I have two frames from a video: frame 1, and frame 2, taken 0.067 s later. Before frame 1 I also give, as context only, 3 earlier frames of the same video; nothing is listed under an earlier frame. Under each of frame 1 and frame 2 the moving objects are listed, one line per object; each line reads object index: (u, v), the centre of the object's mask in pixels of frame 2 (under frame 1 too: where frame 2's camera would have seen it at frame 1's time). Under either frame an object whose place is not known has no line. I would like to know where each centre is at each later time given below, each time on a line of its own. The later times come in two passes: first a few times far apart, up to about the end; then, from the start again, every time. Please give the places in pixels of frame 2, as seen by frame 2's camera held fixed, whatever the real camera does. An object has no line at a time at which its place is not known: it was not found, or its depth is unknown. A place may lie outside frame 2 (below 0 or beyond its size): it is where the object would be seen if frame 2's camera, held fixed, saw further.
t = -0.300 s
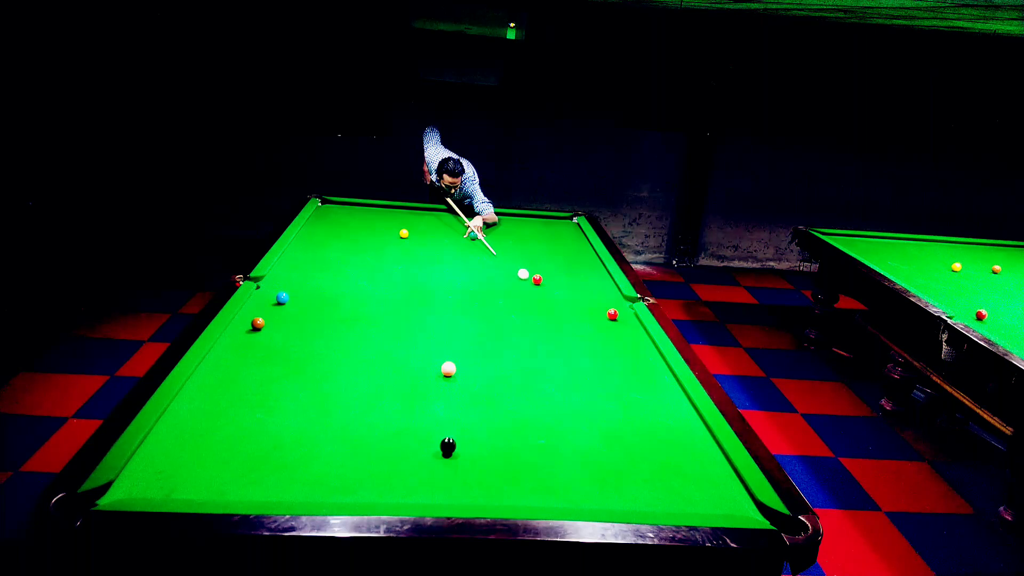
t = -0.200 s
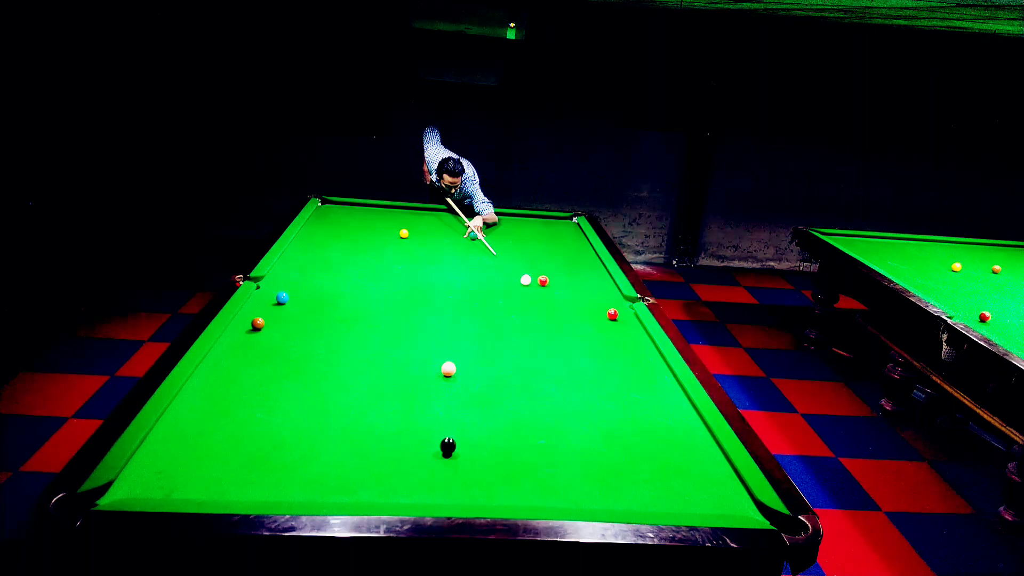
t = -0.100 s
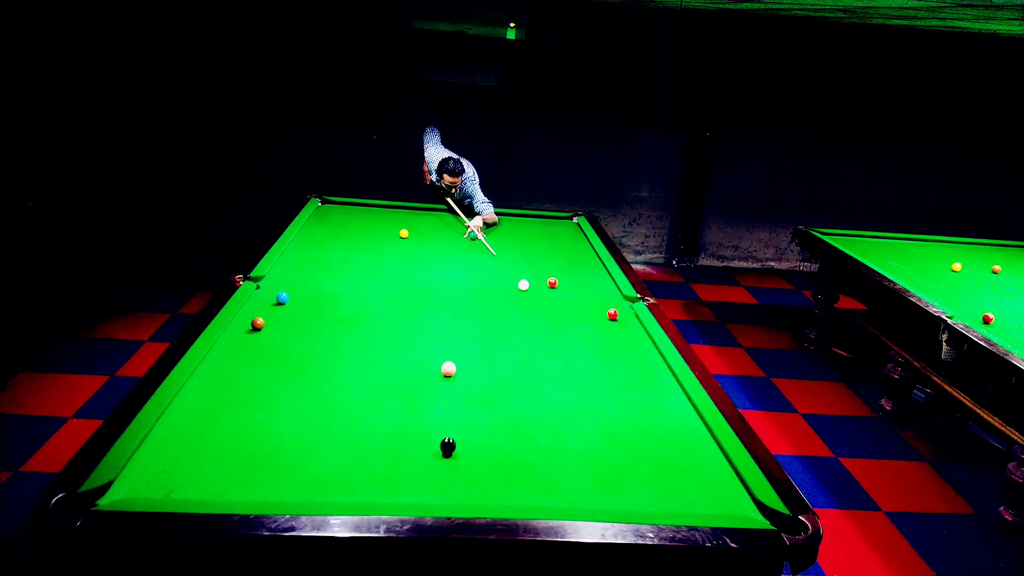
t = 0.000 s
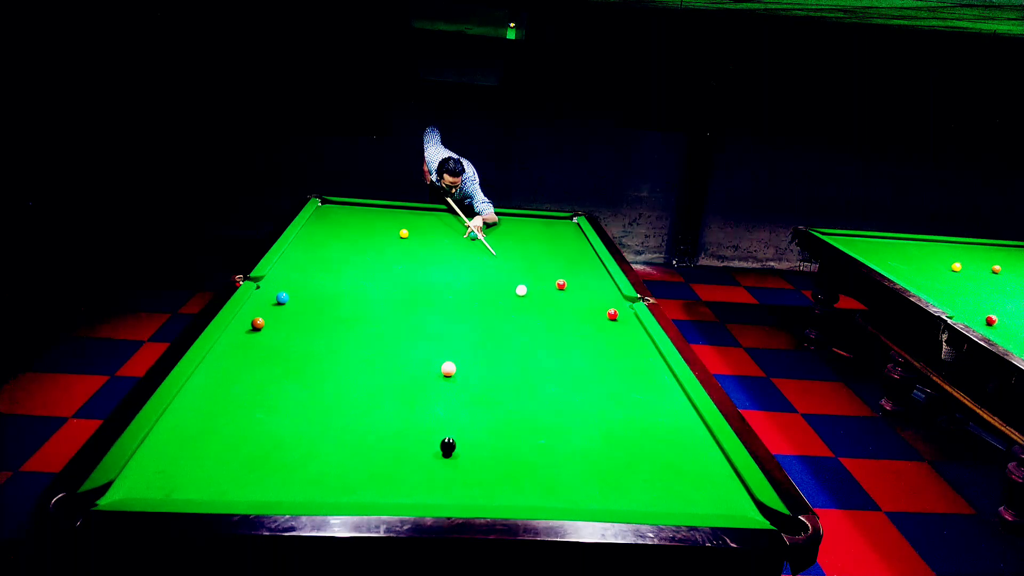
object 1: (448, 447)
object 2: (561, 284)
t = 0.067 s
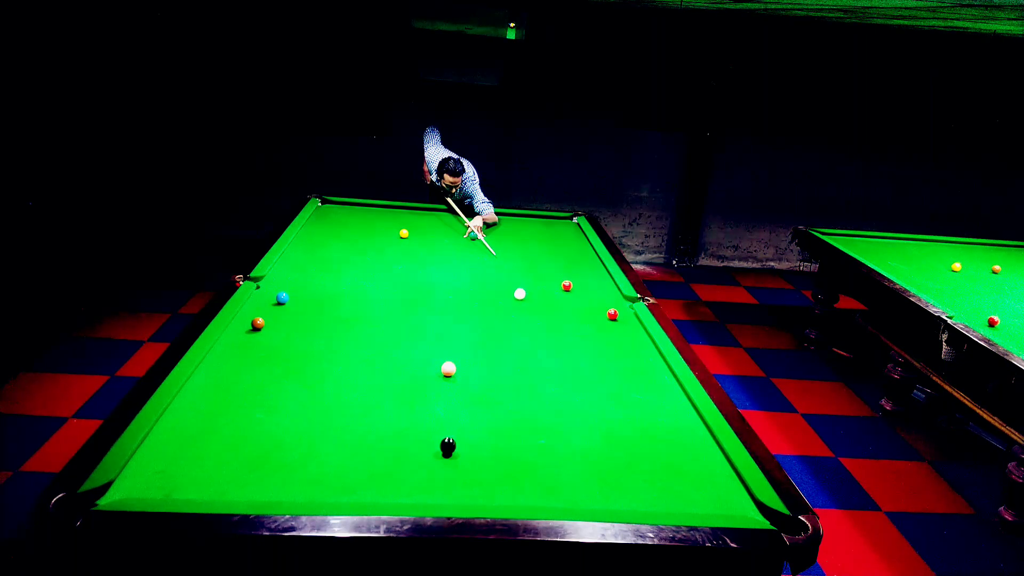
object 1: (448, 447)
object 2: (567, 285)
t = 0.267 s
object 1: (448, 447)
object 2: (584, 289)
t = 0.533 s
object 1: (448, 447)
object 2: (605, 294)
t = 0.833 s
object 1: (448, 447)
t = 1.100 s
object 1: (448, 447)
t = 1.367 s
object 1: (448, 447)
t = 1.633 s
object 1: (448, 447)
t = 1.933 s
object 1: (448, 447)
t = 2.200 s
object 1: (435, 465)
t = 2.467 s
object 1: (423, 484)
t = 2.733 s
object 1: (411, 497)
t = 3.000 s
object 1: (406, 492)
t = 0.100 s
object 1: (448, 447)
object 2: (570, 286)
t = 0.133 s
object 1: (448, 447)
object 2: (573, 287)
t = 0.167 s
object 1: (448, 447)
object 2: (575, 287)
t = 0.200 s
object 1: (448, 447)
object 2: (578, 288)
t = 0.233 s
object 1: (448, 447)
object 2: (581, 288)
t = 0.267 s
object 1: (448, 447)
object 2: (584, 289)
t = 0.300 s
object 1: (448, 447)
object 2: (586, 290)
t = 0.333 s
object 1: (448, 447)
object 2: (589, 290)
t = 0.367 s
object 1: (448, 447)
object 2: (592, 291)
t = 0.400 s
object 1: (448, 447)
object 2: (595, 291)
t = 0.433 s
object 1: (448, 447)
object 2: (597, 292)
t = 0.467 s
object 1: (448, 447)
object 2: (600, 292)
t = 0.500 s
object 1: (448, 447)
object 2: (603, 293)
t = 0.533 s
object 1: (448, 447)
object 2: (605, 294)
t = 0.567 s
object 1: (448, 447)
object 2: (608, 294)
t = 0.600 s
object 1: (448, 447)
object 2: (610, 295)
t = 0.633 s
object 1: (448, 447)
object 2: (613, 295)
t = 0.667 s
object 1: (448, 447)
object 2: (616, 296)
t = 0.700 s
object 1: (448, 447)
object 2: (618, 296)
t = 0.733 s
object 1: (448, 447)
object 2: (620, 297)
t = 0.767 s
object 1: (448, 447)
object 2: (623, 297)
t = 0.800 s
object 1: (448, 447)
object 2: (625, 298)
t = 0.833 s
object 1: (448, 447)
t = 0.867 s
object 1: (448, 447)
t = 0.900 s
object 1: (448, 447)
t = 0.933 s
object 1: (448, 447)
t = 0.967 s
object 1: (448, 447)
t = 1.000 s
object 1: (448, 447)
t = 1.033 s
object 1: (448, 447)
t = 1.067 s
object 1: (448, 447)
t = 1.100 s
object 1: (448, 447)
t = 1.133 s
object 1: (448, 447)
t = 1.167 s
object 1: (448, 447)
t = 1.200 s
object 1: (448, 447)
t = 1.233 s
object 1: (448, 447)
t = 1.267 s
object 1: (448, 447)
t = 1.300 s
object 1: (448, 447)
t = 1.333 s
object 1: (448, 447)
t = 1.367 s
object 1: (448, 447)
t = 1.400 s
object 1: (448, 447)
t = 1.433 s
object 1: (448, 447)
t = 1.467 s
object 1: (448, 447)
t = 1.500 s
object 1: (448, 447)
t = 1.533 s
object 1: (448, 447)
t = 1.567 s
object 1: (448, 447)
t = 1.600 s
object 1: (448, 447)
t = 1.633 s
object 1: (448, 447)
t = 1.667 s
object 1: (448, 447)
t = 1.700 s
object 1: (448, 447)
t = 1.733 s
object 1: (448, 447)
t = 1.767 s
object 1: (448, 447)
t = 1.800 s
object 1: (448, 447)
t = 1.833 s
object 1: (448, 447)
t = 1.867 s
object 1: (448, 447)
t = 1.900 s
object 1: (448, 447)
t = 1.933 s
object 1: (448, 447)
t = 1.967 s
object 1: (447, 448)
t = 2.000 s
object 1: (445, 451)
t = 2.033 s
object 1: (443, 454)
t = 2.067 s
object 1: (442, 456)
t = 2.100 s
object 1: (440, 459)
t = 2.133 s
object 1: (439, 461)
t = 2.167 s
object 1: (437, 463)
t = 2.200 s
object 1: (435, 465)
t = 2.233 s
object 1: (434, 468)
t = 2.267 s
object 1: (432, 470)
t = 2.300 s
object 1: (431, 472)
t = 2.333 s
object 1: (429, 475)
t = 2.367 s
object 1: (428, 477)
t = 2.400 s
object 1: (426, 479)
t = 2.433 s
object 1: (425, 481)
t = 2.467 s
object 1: (423, 484)
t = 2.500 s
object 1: (422, 486)
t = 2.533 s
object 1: (420, 488)
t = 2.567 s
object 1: (419, 490)
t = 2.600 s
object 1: (417, 491)
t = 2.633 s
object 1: (416, 493)
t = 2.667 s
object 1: (414, 494)
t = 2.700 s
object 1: (413, 496)
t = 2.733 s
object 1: (411, 497)
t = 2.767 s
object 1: (410, 498)
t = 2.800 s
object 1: (409, 497)
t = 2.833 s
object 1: (409, 496)
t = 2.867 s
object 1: (408, 495)
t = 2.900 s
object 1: (407, 495)
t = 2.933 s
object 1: (407, 494)
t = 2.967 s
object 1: (406, 493)
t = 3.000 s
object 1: (406, 492)
